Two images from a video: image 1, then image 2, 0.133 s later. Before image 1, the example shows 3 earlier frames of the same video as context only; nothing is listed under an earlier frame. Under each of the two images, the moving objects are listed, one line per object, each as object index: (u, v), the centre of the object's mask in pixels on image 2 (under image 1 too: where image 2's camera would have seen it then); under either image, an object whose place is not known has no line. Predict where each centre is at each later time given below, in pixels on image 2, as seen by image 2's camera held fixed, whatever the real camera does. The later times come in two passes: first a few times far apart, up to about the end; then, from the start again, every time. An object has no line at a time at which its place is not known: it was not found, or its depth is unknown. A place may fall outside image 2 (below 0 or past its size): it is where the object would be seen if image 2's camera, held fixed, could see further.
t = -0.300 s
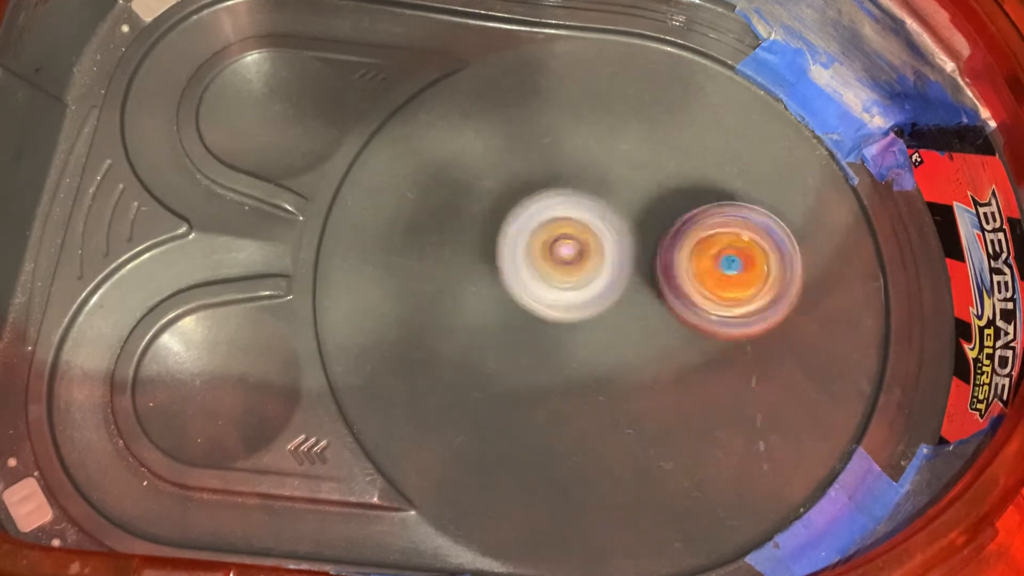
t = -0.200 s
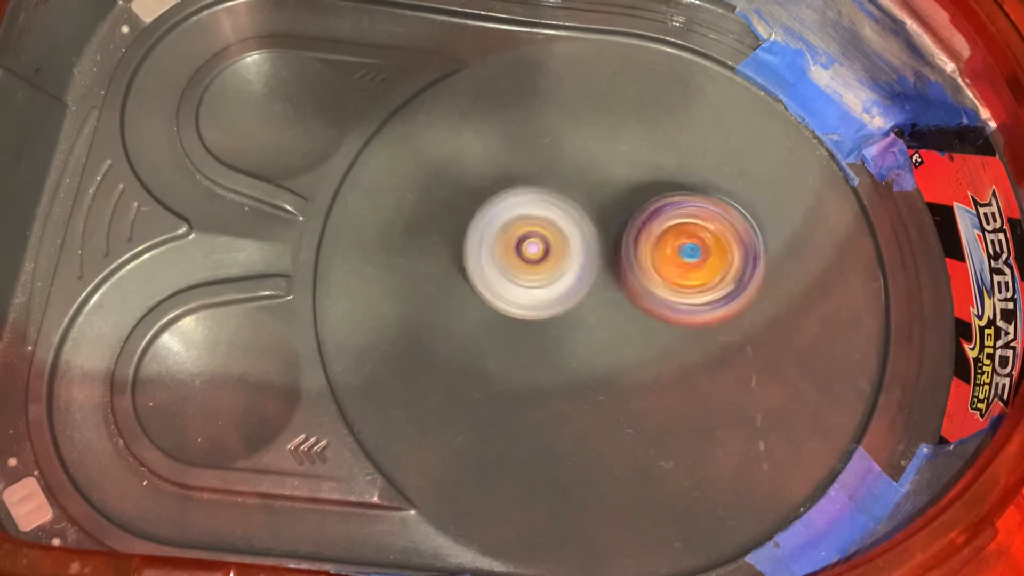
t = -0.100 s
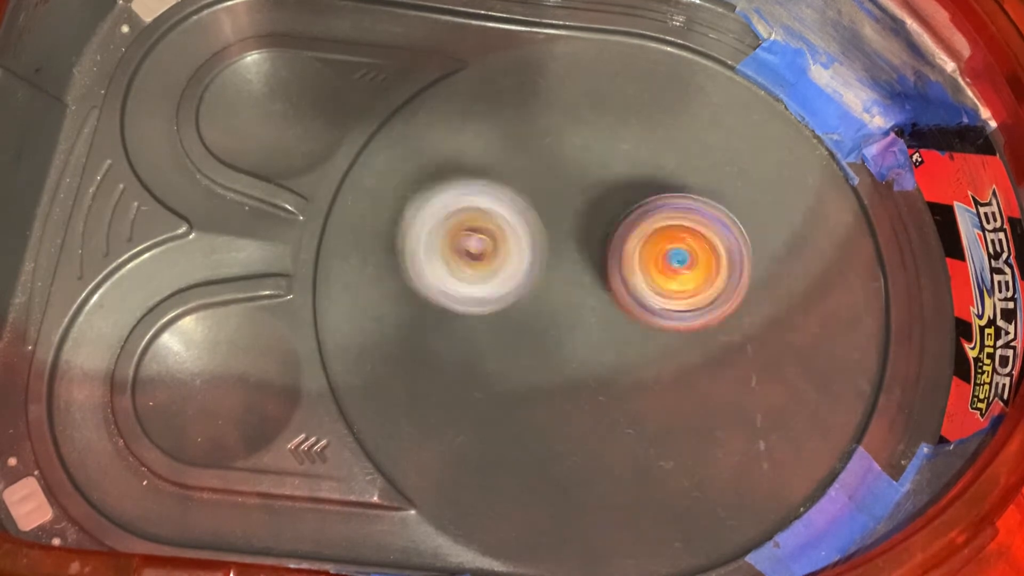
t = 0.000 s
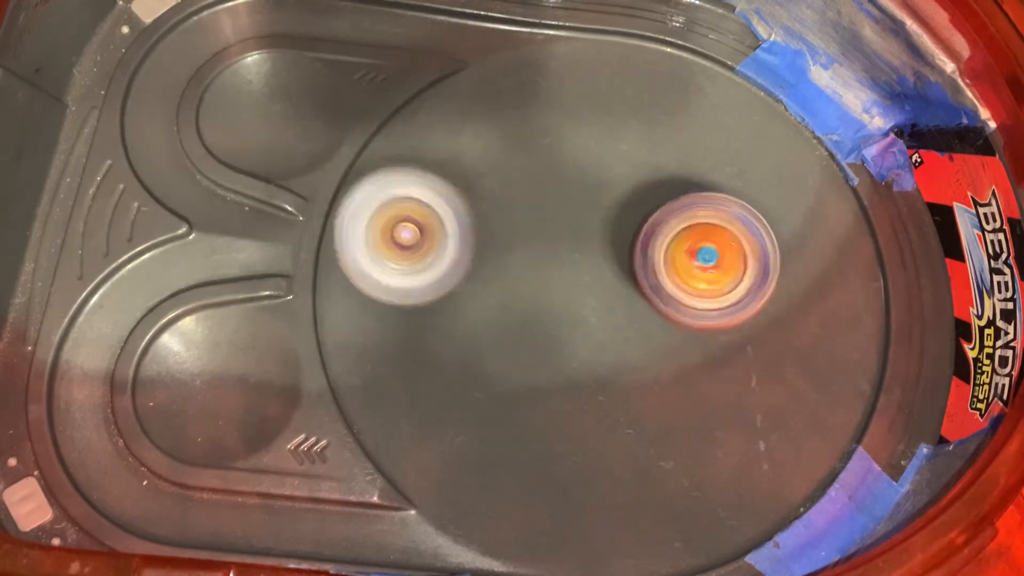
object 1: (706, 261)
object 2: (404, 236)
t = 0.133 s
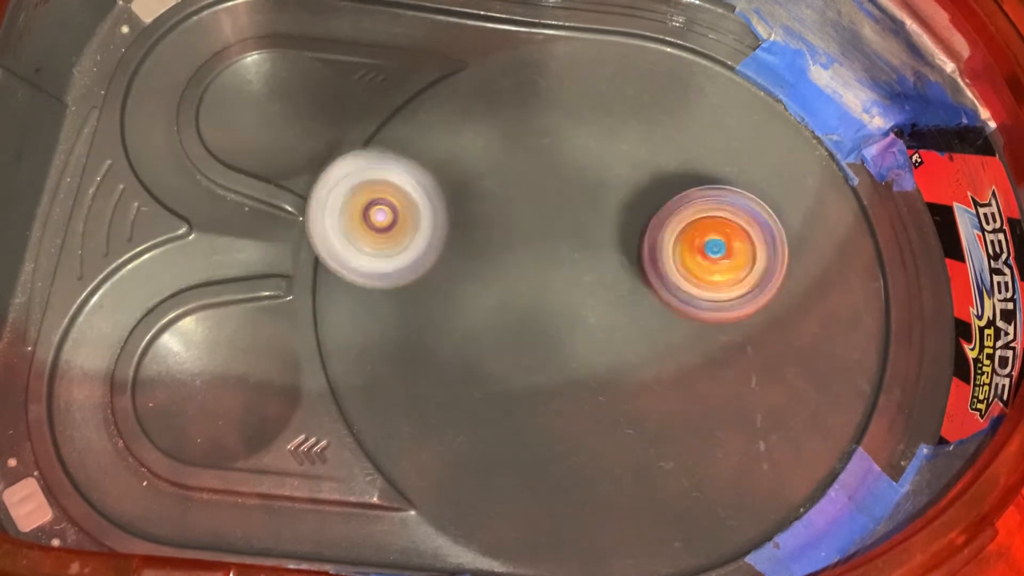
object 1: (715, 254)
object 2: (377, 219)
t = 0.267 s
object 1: (689, 259)
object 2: (374, 217)
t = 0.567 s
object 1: (614, 331)
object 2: (465, 277)
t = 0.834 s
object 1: (722, 367)
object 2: (497, 323)
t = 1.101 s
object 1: (724, 268)
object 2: (555, 374)
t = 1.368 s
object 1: (660, 140)
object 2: (577, 396)
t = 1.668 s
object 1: (516, 213)
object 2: (624, 340)
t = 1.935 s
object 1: (463, 388)
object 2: (680, 264)
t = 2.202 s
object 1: (586, 445)
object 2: (683, 208)
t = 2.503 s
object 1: (691, 354)
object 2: (601, 142)
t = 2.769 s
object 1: (735, 331)
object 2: (536, 161)
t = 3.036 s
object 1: (663, 287)
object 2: (491, 251)
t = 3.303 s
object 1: (711, 260)
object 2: (492, 323)
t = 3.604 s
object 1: (676, 232)
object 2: (538, 368)
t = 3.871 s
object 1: (651, 207)
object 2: (549, 375)
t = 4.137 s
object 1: (615, 164)
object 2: (529, 380)
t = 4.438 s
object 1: (595, 177)
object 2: (540, 402)
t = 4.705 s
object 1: (596, 168)
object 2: (556, 391)
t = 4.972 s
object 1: (629, 234)
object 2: (556, 367)
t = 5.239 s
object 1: (665, 264)
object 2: (511, 350)
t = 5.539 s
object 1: (655, 314)
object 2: (501, 305)
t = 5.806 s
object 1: (673, 321)
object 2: (488, 271)
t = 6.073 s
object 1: (636, 311)
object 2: (488, 241)
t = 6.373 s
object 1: (626, 305)
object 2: (512, 212)
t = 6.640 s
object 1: (673, 354)
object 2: (507, 185)
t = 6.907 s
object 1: (669, 335)
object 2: (549, 196)
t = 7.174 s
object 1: (610, 298)
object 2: (583, 165)
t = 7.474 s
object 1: (561, 365)
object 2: (564, 172)
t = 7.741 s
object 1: (549, 387)
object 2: (604, 261)
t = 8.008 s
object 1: (570, 369)
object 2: (651, 240)
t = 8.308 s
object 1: (602, 335)
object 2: (615, 193)
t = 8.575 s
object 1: (624, 370)
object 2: (570, 201)
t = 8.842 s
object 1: (624, 378)
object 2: (614, 222)
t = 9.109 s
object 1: (602, 325)
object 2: (634, 169)
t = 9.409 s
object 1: (619, 279)
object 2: (646, 175)
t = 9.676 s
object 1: (602, 293)
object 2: (613, 189)
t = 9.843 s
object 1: (582, 296)
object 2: (618, 191)
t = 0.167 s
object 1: (711, 253)
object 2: (373, 217)
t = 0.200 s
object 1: (704, 253)
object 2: (372, 216)
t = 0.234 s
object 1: (697, 256)
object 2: (372, 216)
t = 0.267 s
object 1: (689, 259)
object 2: (374, 217)
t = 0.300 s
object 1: (681, 262)
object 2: (379, 219)
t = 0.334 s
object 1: (671, 268)
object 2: (386, 224)
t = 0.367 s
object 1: (663, 274)
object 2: (395, 230)
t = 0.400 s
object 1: (652, 282)
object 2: (406, 237)
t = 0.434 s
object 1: (641, 290)
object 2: (419, 245)
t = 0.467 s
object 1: (632, 299)
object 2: (433, 254)
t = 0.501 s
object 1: (621, 308)
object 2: (448, 263)
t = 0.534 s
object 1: (612, 317)
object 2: (463, 273)
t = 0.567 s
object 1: (614, 331)
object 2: (465, 277)
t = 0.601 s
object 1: (626, 343)
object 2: (455, 281)
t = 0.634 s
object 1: (641, 354)
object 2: (455, 287)
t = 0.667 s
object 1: (657, 363)
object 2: (458, 294)
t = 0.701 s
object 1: (672, 369)
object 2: (464, 300)
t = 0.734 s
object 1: (688, 372)
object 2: (471, 306)
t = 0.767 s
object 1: (701, 373)
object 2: (479, 312)
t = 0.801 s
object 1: (713, 371)
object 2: (488, 317)
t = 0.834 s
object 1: (722, 367)
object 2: (497, 323)
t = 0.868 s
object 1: (728, 360)
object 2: (507, 329)
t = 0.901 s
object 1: (731, 352)
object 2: (517, 334)
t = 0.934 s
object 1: (731, 342)
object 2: (529, 339)
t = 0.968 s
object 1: (728, 331)
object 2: (540, 343)
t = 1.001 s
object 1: (720, 320)
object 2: (553, 346)
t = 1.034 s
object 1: (712, 310)
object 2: (565, 350)
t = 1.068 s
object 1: (716, 293)
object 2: (561, 362)
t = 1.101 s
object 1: (724, 268)
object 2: (555, 374)
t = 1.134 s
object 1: (727, 246)
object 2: (556, 383)
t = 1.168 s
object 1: (724, 224)
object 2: (558, 389)
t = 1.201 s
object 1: (721, 206)
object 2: (560, 393)
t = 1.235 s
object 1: (713, 187)
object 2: (562, 397)
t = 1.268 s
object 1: (703, 171)
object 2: (564, 399)
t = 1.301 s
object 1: (691, 159)
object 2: (567, 399)
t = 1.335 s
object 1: (676, 148)
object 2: (572, 398)
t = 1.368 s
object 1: (660, 140)
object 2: (577, 396)
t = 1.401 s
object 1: (641, 135)
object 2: (582, 393)
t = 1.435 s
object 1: (625, 133)
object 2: (587, 389)
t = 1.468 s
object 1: (605, 136)
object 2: (593, 385)
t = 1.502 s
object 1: (587, 141)
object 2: (597, 379)
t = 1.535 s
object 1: (569, 150)
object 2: (603, 372)
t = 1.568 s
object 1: (552, 162)
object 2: (608, 364)
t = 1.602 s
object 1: (540, 178)
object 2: (613, 356)
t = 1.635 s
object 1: (525, 195)
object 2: (619, 348)
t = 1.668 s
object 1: (516, 213)
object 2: (624, 340)
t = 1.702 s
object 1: (509, 235)
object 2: (628, 332)
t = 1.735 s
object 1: (502, 257)
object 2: (632, 324)
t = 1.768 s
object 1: (494, 277)
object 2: (643, 314)
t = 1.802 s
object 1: (478, 299)
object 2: (656, 304)
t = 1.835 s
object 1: (471, 321)
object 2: (664, 292)
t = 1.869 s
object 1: (464, 346)
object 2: (672, 282)
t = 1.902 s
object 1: (462, 367)
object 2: (676, 273)
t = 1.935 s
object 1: (463, 388)
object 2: (680, 264)
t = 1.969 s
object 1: (468, 409)
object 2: (684, 255)
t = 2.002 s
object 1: (480, 425)
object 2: (687, 247)
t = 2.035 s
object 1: (490, 439)
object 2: (690, 239)
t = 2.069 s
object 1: (509, 449)
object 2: (690, 232)
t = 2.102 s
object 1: (527, 456)
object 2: (689, 224)
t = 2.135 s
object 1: (548, 455)
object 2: (688, 218)
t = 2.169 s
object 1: (567, 453)
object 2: (687, 212)
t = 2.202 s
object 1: (586, 445)
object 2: (683, 208)
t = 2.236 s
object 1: (604, 432)
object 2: (679, 204)
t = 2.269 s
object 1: (620, 416)
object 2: (673, 200)
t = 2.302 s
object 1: (634, 399)
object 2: (668, 197)
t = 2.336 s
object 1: (646, 378)
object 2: (661, 195)
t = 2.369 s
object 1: (656, 354)
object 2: (654, 196)
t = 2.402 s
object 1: (663, 333)
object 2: (645, 195)
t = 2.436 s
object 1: (668, 328)
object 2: (633, 179)
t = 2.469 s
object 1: (681, 343)
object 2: (615, 156)
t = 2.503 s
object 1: (691, 354)
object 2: (601, 142)
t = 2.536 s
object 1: (702, 356)
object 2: (586, 137)
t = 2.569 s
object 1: (713, 357)
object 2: (579, 134)
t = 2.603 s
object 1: (723, 358)
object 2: (570, 135)
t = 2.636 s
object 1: (733, 354)
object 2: (563, 138)
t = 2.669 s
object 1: (738, 350)
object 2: (557, 141)
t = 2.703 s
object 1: (740, 347)
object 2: (550, 146)
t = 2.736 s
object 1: (740, 339)
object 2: (542, 154)
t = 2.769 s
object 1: (735, 331)
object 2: (536, 161)
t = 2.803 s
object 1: (729, 325)
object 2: (532, 170)
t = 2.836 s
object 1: (718, 314)
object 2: (527, 182)
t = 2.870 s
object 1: (705, 307)
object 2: (523, 192)
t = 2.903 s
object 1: (692, 299)
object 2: (520, 204)
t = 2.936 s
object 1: (677, 294)
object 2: (521, 218)
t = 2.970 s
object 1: (660, 288)
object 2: (519, 230)
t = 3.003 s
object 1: (653, 287)
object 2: (514, 244)
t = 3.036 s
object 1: (663, 287)
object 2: (491, 251)
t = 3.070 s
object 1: (677, 288)
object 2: (472, 261)
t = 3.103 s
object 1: (691, 284)
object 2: (460, 273)
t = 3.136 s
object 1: (700, 281)
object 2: (456, 286)
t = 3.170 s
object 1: (708, 277)
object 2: (463, 297)
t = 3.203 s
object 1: (710, 273)
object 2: (469, 305)
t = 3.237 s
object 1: (713, 269)
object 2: (476, 312)
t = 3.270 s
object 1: (713, 264)
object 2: (485, 318)
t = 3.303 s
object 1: (711, 260)
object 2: (492, 323)
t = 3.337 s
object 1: (708, 258)
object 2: (505, 329)
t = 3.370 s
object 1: (701, 254)
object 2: (517, 330)
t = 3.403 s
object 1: (691, 253)
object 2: (530, 331)
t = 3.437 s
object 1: (683, 252)
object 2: (543, 331)
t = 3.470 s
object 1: (675, 252)
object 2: (549, 332)
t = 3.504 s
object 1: (678, 248)
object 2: (542, 348)
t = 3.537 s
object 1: (679, 243)
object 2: (534, 360)
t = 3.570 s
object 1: (680, 236)
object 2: (533, 367)
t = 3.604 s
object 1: (676, 232)
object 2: (538, 368)
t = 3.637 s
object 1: (675, 229)
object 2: (540, 367)
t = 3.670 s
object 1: (670, 227)
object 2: (546, 364)
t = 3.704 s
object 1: (667, 227)
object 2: (547, 362)
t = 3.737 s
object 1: (659, 225)
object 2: (554, 357)
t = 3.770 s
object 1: (653, 228)
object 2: (558, 353)
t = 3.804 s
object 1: (644, 228)
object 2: (563, 347)
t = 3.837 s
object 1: (649, 219)
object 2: (558, 361)
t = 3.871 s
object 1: (651, 207)
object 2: (549, 375)
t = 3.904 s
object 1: (650, 194)
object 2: (545, 382)
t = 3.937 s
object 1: (650, 185)
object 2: (541, 384)
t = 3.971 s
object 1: (646, 174)
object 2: (537, 388)
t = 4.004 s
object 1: (641, 169)
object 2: (533, 388)
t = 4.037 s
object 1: (637, 162)
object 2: (531, 390)
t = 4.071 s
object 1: (629, 162)
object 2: (529, 388)
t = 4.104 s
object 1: (624, 161)
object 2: (529, 386)
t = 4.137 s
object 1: (615, 164)
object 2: (529, 380)
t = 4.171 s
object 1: (610, 168)
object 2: (531, 376)
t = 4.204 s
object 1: (600, 176)
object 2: (533, 368)
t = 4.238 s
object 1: (595, 185)
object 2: (536, 363)
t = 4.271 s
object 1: (586, 196)
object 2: (537, 355)
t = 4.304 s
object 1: (583, 209)
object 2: (540, 348)
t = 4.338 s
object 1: (582, 210)
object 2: (541, 355)
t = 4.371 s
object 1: (588, 200)
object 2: (539, 375)
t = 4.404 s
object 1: (592, 183)
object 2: (539, 393)
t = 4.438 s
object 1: (595, 177)
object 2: (540, 402)
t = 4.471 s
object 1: (593, 168)
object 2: (539, 404)
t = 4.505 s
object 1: (596, 162)
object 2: (536, 407)
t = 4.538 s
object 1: (594, 157)
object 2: (537, 409)
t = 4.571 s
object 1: (596, 155)
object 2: (538, 409)
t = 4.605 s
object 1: (594, 155)
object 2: (544, 406)
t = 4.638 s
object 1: (596, 157)
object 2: (547, 401)
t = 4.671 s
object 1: (594, 162)
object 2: (552, 398)
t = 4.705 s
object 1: (596, 168)
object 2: (556, 391)
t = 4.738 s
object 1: (596, 178)
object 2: (557, 388)
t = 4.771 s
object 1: (597, 186)
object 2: (559, 380)
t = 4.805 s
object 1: (599, 199)
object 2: (558, 372)
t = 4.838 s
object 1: (600, 210)
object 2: (558, 362)
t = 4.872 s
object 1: (604, 222)
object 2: (556, 354)
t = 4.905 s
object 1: (610, 229)
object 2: (557, 355)
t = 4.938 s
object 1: (620, 233)
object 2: (557, 365)
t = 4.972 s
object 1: (629, 234)
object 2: (556, 367)
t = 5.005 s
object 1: (635, 236)
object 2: (553, 364)
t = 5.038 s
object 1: (642, 240)
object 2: (543, 362)
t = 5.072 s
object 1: (647, 243)
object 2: (535, 361)
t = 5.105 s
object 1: (652, 247)
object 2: (528, 361)
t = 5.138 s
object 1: (656, 252)
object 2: (525, 358)
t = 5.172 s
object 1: (660, 255)
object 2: (519, 354)
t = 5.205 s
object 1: (664, 261)
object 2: (514, 354)
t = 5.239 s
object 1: (665, 264)
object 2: (511, 350)
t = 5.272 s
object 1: (667, 270)
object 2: (506, 346)
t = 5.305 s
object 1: (665, 274)
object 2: (506, 340)
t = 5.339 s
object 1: (666, 279)
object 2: (505, 335)
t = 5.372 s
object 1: (662, 286)
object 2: (504, 332)
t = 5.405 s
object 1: (661, 290)
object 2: (505, 326)
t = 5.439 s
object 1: (658, 298)
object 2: (503, 320)
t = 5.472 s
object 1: (653, 301)
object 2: (506, 313)
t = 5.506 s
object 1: (652, 307)
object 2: (507, 305)
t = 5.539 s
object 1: (655, 314)
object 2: (501, 305)
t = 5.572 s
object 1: (657, 317)
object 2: (496, 305)
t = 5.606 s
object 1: (665, 320)
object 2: (498, 302)
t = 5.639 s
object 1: (668, 325)
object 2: (499, 293)
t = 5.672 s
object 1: (672, 325)
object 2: (495, 288)
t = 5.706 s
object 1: (676, 328)
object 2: (493, 285)
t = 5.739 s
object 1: (677, 324)
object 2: (489, 279)
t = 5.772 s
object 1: (677, 324)
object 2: (485, 277)
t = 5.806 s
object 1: (673, 321)
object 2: (488, 271)
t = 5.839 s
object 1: (668, 319)
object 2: (488, 266)
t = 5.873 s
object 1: (666, 318)
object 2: (489, 266)
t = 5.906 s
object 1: (659, 315)
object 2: (492, 261)
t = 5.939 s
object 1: (654, 310)
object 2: (494, 257)
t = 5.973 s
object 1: (646, 308)
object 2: (501, 253)
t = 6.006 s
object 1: (636, 305)
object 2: (506, 251)
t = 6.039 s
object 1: (638, 310)
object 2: (494, 246)
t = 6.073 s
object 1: (636, 311)
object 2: (488, 241)
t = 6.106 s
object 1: (642, 312)
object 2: (491, 239)
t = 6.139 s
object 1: (639, 314)
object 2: (495, 234)
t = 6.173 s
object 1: (637, 310)
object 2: (497, 229)
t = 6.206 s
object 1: (639, 313)
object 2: (495, 225)
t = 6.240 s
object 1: (636, 314)
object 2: (498, 220)
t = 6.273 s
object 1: (637, 310)
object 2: (502, 215)
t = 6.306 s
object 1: (635, 310)
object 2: (505, 216)
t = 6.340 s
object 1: (628, 309)
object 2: (509, 214)
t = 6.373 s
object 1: (626, 305)
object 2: (512, 212)
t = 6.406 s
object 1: (626, 308)
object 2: (520, 210)
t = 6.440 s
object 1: (629, 318)
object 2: (511, 202)
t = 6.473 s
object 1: (636, 323)
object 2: (504, 199)
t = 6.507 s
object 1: (645, 332)
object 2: (506, 194)
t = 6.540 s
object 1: (654, 341)
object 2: (507, 191)
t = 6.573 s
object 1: (660, 344)
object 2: (508, 189)
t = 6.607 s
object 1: (668, 346)
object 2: (506, 183)
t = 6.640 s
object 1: (673, 354)
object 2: (507, 185)
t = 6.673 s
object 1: (676, 354)
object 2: (513, 189)
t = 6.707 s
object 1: (683, 354)
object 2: (517, 187)
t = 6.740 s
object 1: (681, 354)
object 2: (519, 184)
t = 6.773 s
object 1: (680, 351)
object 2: (525, 189)
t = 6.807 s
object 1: (682, 350)
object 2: (529, 193)
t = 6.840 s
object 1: (676, 344)
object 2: (536, 194)
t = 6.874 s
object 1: (673, 336)
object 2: (548, 195)
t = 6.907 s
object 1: (669, 335)
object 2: (549, 196)
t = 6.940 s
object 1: (660, 326)
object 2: (550, 195)
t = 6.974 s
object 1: (654, 316)
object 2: (560, 193)
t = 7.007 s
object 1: (646, 312)
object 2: (567, 195)
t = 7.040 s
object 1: (636, 305)
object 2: (571, 193)
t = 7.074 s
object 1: (630, 303)
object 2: (573, 181)
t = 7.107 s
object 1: (622, 300)
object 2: (576, 177)
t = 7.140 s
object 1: (614, 298)
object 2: (579, 170)
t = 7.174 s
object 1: (610, 298)
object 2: (583, 165)
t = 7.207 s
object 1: (603, 295)
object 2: (581, 163)
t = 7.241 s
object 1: (593, 301)
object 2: (577, 158)
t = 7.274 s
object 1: (583, 311)
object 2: (574, 155)
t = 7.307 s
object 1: (585, 320)
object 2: (569, 155)
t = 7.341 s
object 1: (578, 331)
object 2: (566, 156)
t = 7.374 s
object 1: (571, 342)
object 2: (565, 158)
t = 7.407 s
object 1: (569, 350)
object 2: (565, 162)
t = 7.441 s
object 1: (566, 357)
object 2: (563, 162)
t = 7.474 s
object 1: (561, 365)
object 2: (564, 172)
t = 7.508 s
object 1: (559, 371)
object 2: (560, 180)
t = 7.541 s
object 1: (558, 373)
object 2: (563, 191)
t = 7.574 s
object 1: (556, 378)
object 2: (562, 205)
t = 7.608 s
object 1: (555, 381)
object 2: (568, 221)
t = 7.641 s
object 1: (559, 376)
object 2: (576, 240)
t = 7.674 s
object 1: (560, 376)
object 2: (581, 251)
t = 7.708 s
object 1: (554, 386)
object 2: (597, 259)
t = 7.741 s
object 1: (549, 387)
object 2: (604, 261)
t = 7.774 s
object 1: (550, 384)
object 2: (621, 260)
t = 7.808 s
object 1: (552, 393)
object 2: (625, 261)
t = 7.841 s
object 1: (551, 391)
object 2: (640, 255)
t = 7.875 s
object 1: (551, 389)
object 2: (646, 254)
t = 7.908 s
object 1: (557, 391)
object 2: (650, 246)
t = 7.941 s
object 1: (556, 386)
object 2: (650, 246)
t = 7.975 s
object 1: (559, 378)
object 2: (651, 237)
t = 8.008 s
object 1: (570, 369)
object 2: (651, 240)
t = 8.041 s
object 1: (572, 362)
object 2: (648, 236)
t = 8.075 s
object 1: (577, 354)
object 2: (648, 239)
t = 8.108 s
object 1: (585, 340)
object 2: (649, 236)
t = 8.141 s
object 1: (590, 336)
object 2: (646, 227)
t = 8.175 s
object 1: (589, 342)
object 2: (644, 209)
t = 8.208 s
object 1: (583, 340)
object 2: (642, 196)
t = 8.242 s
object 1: (586, 330)
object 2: (632, 187)
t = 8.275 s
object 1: (603, 330)
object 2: (621, 188)
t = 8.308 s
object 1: (602, 335)
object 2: (615, 193)
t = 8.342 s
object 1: (601, 328)
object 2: (613, 200)
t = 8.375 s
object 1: (606, 323)
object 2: (605, 195)
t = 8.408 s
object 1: (613, 335)
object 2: (596, 200)
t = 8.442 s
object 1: (611, 337)
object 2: (592, 202)
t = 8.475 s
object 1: (613, 339)
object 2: (583, 205)
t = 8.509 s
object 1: (622, 350)
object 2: (574, 202)
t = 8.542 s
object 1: (625, 364)
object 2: (571, 201)
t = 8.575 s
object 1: (624, 370)
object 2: (570, 201)
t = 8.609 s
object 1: (624, 376)
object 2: (568, 203)
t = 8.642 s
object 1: (630, 375)
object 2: (573, 207)
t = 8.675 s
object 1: (635, 387)
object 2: (581, 208)
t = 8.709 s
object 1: (630, 390)
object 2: (586, 208)
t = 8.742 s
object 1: (625, 389)
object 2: (594, 211)
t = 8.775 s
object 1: (622, 382)
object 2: (605, 214)
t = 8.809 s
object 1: (628, 380)
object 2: (611, 218)
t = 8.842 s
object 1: (624, 378)
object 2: (614, 222)
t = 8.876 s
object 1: (624, 371)
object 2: (618, 223)
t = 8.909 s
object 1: (619, 364)
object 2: (622, 219)
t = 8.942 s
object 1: (618, 350)
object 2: (621, 217)
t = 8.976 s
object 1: (617, 347)
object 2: (622, 215)
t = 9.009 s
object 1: (610, 344)
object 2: (627, 202)
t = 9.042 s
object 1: (606, 340)
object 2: (630, 186)
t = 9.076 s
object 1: (599, 332)
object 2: (633, 174)
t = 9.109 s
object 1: (602, 325)
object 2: (634, 169)
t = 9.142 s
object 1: (602, 321)
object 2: (634, 165)
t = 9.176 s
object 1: (601, 312)
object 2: (638, 167)
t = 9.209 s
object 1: (606, 312)
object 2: (639, 168)
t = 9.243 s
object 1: (600, 307)
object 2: (641, 172)
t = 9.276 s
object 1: (601, 298)
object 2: (644, 174)
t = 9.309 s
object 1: (603, 289)
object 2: (647, 177)
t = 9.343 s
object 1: (608, 282)
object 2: (649, 177)
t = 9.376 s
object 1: (618, 278)
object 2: (648, 177)
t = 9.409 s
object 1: (619, 279)
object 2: (646, 175)
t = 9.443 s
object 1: (622, 282)
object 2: (639, 175)
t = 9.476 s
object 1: (621, 282)
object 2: (632, 176)
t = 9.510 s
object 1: (622, 280)
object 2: (625, 174)
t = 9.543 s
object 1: (618, 277)
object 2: (626, 176)
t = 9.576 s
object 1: (615, 281)
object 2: (624, 179)
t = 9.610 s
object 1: (616, 284)
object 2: (618, 183)
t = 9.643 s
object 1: (610, 290)
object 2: (614, 186)
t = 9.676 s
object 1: (602, 293)
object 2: (613, 189)
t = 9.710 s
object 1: (599, 295)
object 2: (616, 189)
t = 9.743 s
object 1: (598, 298)
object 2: (617, 191)
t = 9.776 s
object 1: (592, 299)
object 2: (618, 192)
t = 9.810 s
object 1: (583, 297)
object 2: (617, 192)
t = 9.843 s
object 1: (582, 296)
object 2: (618, 191)
